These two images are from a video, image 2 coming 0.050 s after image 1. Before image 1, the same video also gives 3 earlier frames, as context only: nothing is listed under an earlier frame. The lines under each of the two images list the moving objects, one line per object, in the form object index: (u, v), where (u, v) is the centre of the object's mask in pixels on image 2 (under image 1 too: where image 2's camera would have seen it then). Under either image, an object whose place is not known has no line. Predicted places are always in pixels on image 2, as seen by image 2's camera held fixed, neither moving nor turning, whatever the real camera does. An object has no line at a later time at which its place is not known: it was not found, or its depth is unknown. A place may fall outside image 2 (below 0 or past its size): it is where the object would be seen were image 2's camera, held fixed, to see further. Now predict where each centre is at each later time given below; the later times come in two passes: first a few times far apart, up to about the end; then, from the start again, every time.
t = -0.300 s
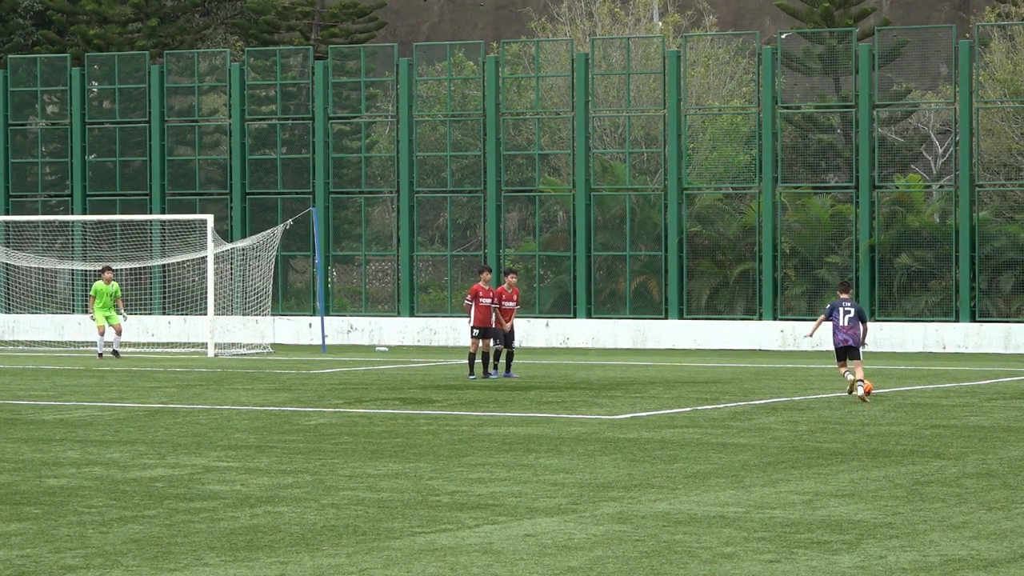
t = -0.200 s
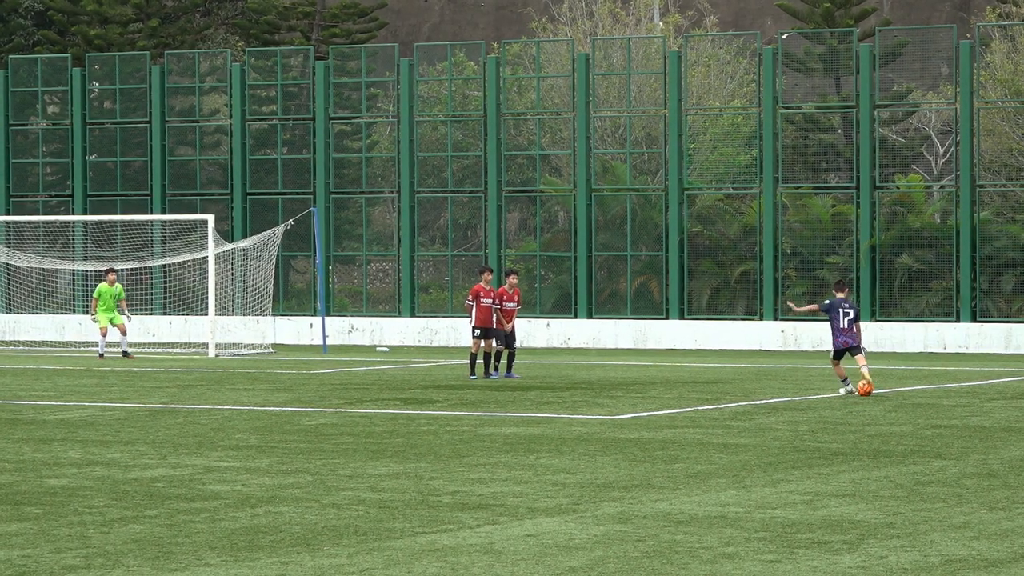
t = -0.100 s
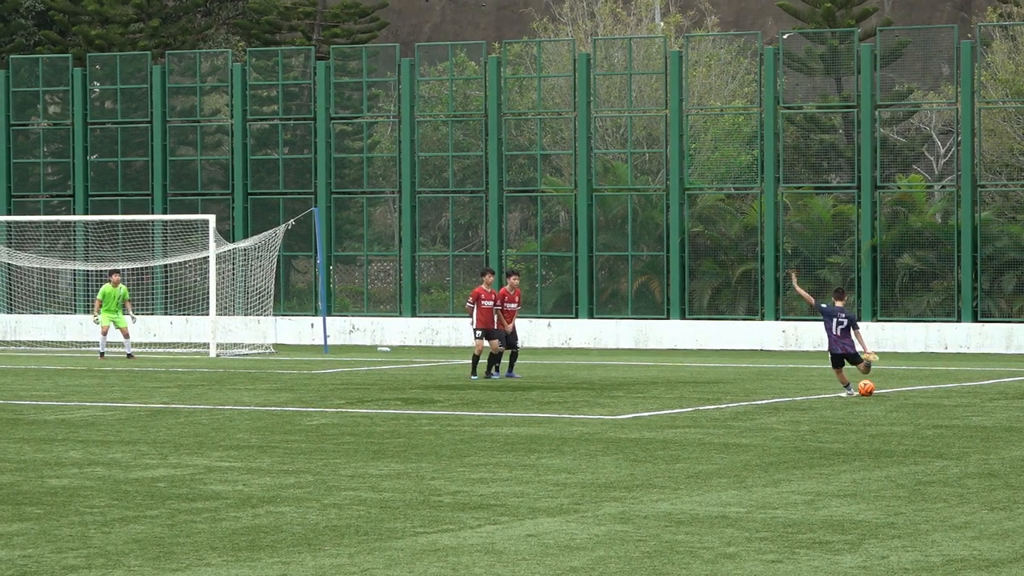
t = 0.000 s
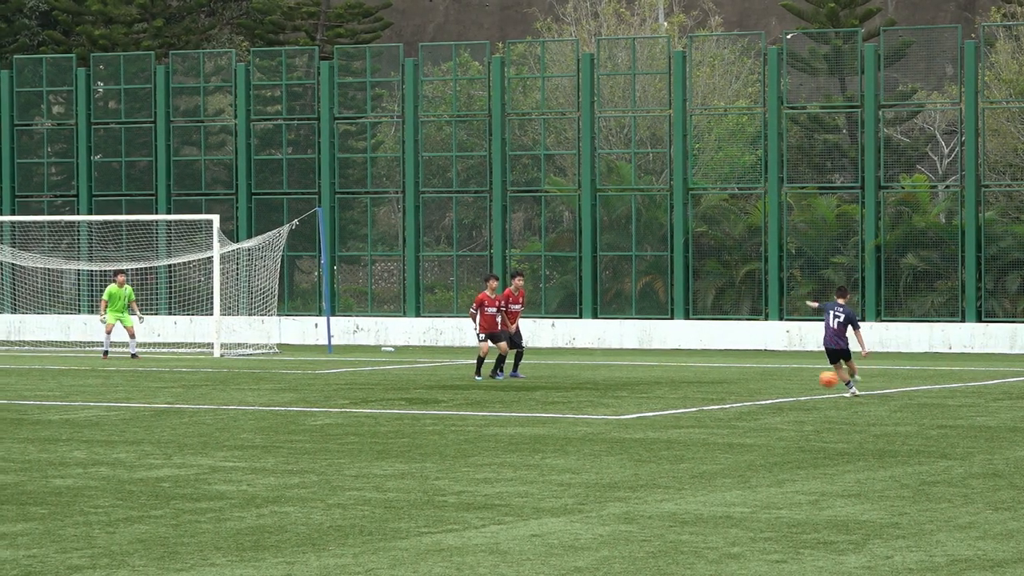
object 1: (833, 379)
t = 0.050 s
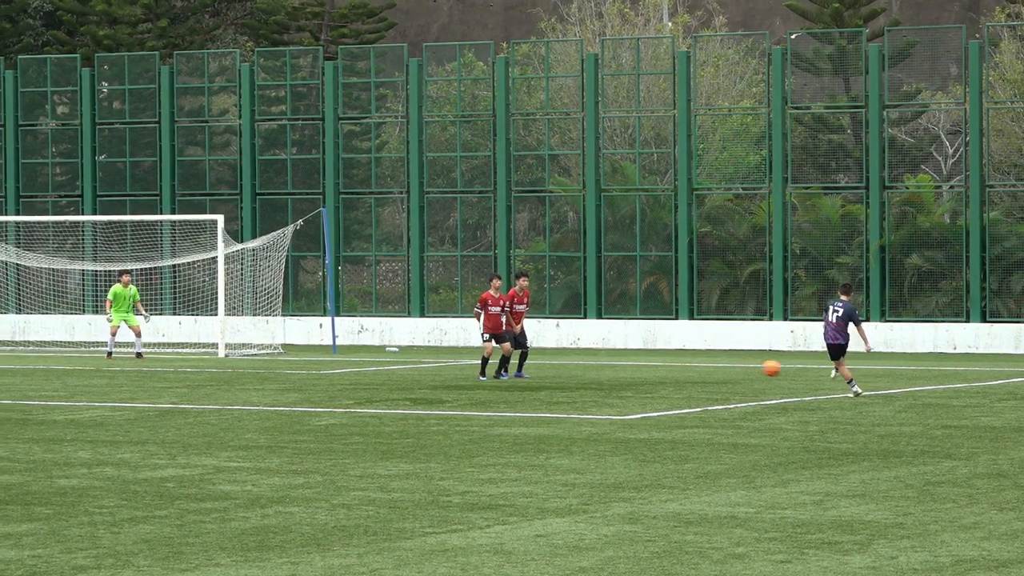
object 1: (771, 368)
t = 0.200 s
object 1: (601, 354)
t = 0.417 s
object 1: (401, 363)
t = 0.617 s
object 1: (264, 343)
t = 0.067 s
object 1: (751, 365)
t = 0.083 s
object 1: (732, 362)
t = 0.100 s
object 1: (712, 360)
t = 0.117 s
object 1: (693, 358)
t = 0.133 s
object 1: (674, 357)
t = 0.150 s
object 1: (656, 356)
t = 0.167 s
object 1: (637, 355)
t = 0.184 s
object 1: (619, 355)
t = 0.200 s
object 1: (601, 354)
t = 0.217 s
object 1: (583, 354)
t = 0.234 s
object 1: (566, 354)
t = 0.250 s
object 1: (549, 354)
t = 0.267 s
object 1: (532, 355)
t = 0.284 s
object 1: (515, 356)
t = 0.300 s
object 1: (500, 359)
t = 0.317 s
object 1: (485, 358)
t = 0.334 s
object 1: (469, 362)
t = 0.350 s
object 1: (454, 365)
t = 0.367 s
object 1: (440, 367)
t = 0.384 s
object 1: (425, 369)
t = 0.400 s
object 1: (413, 367)
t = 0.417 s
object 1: (401, 363)
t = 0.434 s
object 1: (390, 360)
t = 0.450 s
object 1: (378, 357)
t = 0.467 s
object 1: (366, 355)
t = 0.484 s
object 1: (354, 352)
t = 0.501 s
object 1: (343, 350)
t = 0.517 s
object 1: (331, 348)
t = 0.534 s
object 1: (320, 347)
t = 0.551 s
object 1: (308, 346)
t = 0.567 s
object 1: (297, 345)
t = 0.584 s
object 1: (286, 344)
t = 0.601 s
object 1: (274, 343)
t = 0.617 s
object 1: (264, 343)
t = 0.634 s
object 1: (253, 343)
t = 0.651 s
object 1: (242, 344)
